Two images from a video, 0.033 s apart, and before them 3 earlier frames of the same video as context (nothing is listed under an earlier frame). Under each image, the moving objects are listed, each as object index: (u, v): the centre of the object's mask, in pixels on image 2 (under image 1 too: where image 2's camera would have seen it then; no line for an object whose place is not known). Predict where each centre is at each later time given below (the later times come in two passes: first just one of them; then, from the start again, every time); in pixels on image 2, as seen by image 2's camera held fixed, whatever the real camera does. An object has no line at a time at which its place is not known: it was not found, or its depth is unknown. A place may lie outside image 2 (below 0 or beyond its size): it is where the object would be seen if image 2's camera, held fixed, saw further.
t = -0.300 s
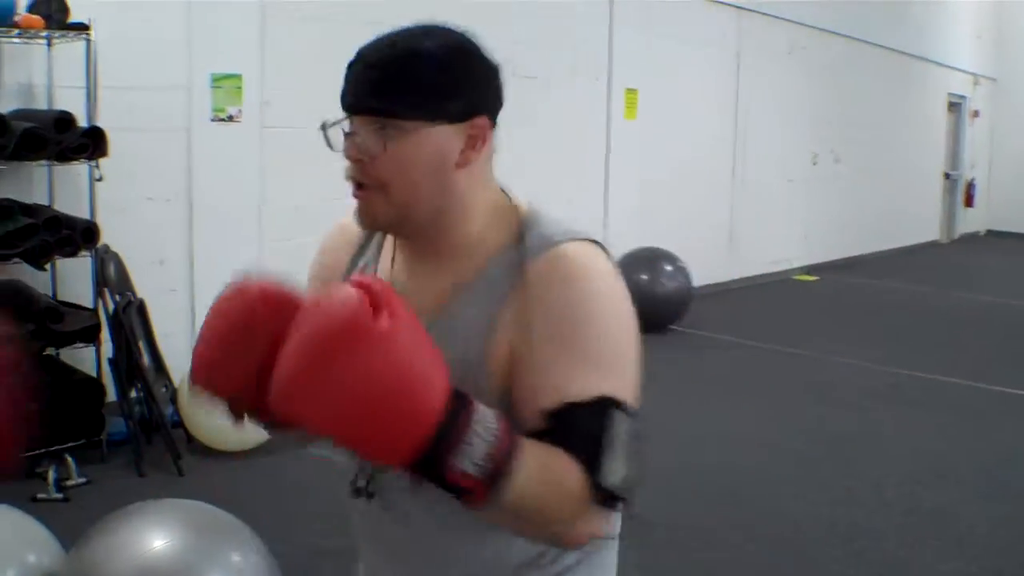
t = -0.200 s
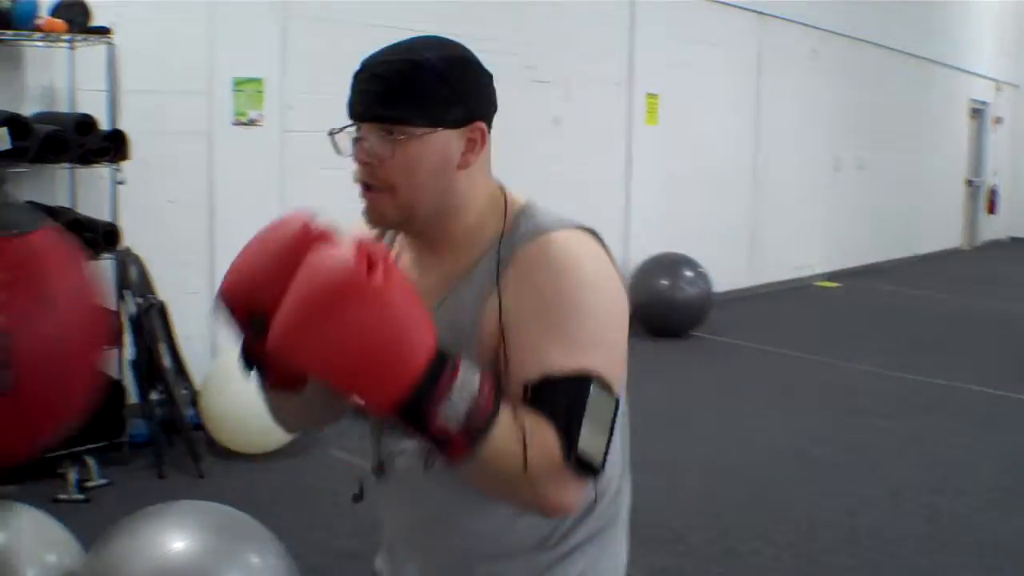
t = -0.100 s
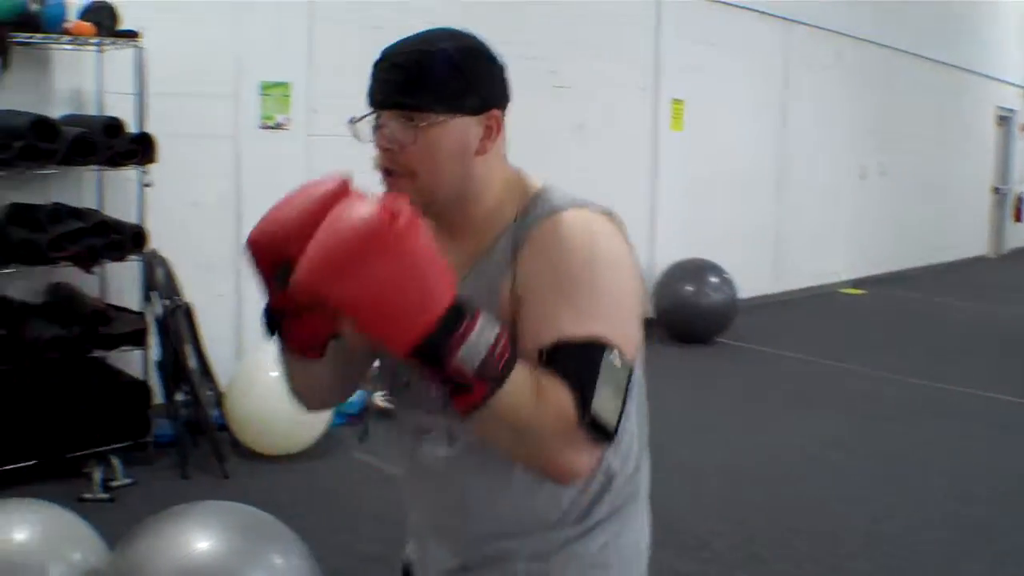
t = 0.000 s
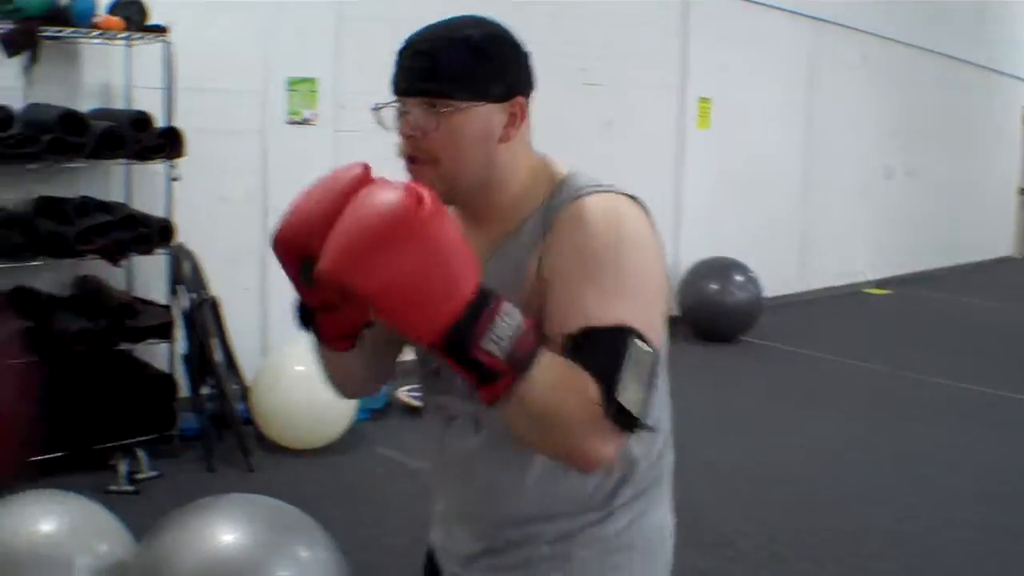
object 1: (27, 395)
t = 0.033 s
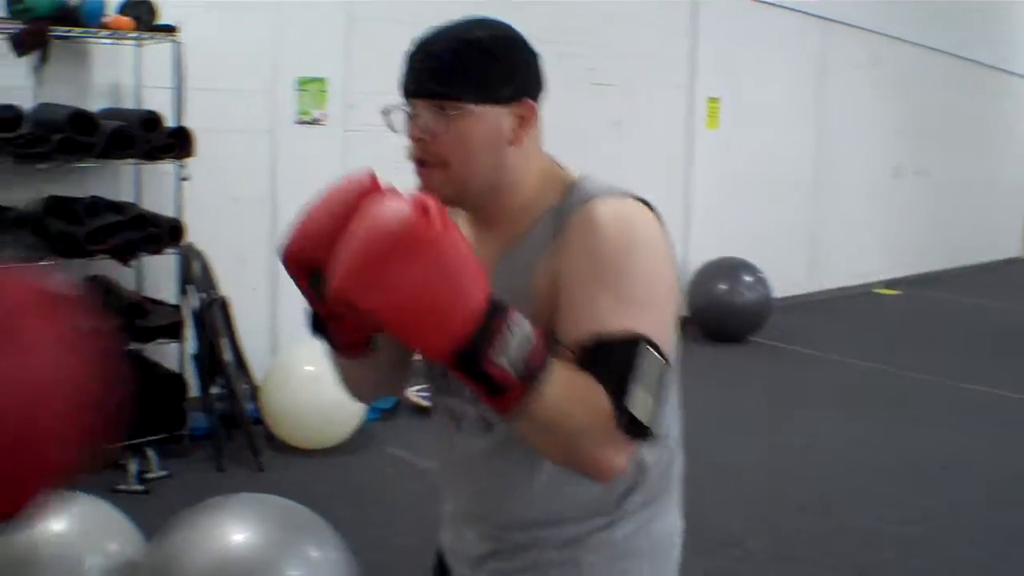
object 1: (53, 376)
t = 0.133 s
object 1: (68, 338)
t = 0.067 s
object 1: (64, 359)
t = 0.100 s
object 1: (73, 340)
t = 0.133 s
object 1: (68, 338)
